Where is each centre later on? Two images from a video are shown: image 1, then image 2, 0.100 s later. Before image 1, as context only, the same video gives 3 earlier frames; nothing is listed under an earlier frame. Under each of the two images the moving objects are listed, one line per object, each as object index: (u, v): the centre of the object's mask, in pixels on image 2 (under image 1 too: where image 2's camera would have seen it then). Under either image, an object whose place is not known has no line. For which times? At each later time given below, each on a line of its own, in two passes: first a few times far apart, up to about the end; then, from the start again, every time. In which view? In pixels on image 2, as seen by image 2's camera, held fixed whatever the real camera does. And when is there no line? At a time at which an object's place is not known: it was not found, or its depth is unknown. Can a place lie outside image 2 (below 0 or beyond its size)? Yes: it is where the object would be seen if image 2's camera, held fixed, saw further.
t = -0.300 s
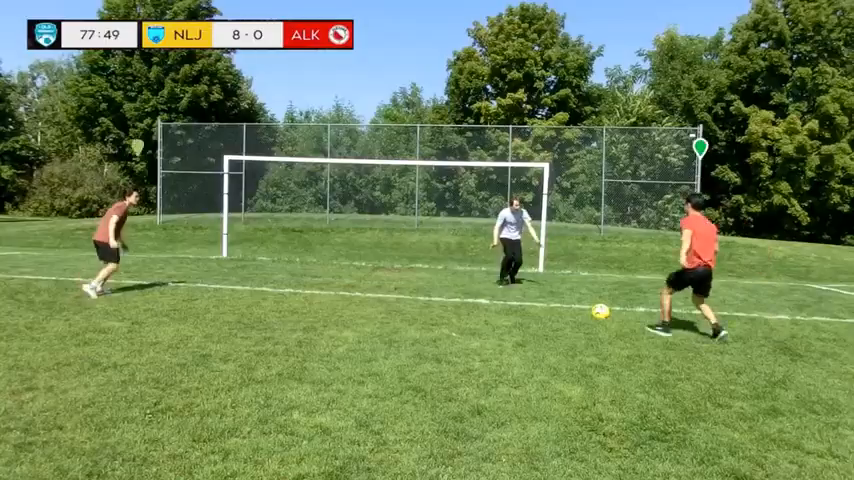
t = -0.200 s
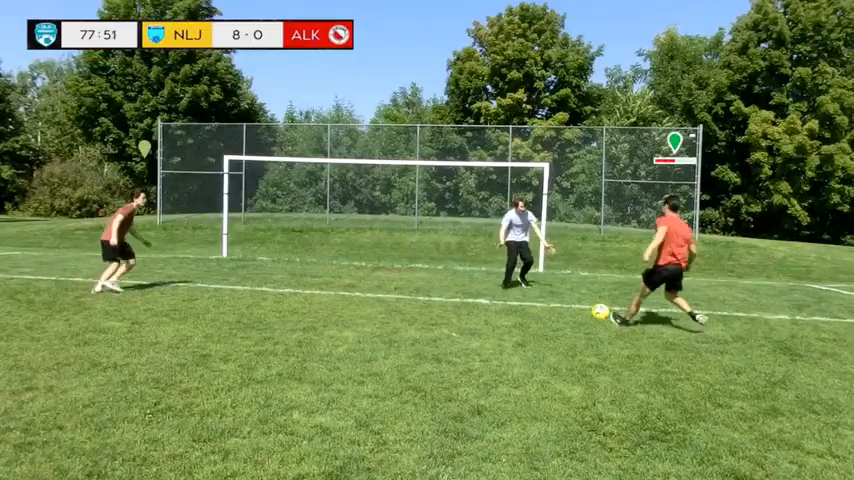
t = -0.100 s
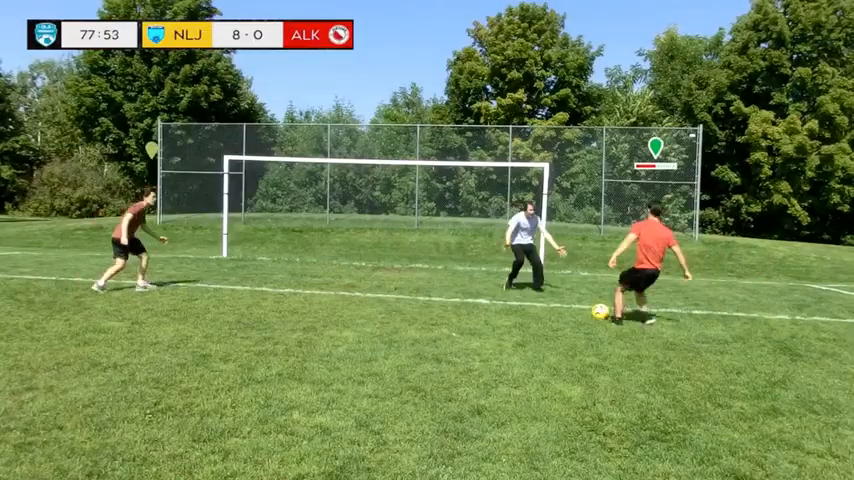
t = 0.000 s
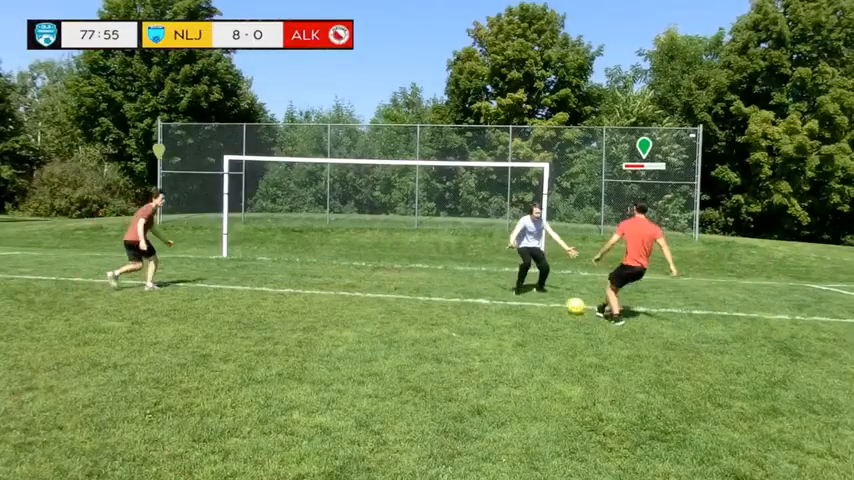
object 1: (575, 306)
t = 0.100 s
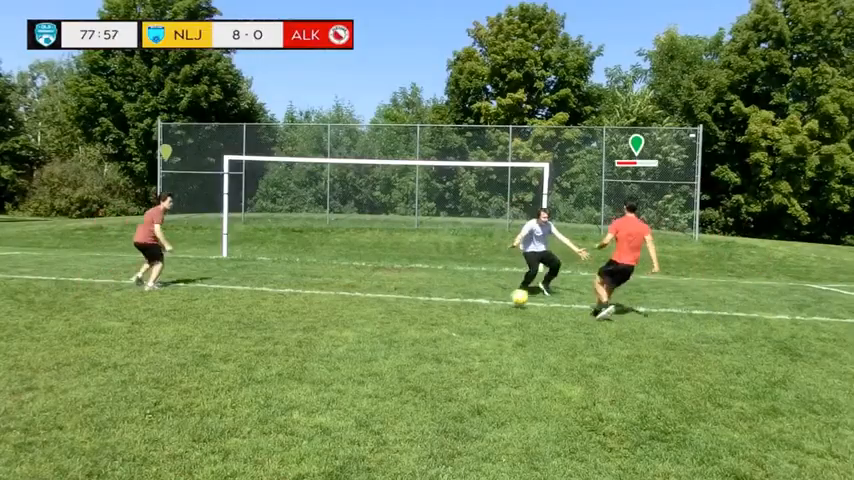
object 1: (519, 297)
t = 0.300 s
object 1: (428, 292)
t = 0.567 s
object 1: (353, 284)
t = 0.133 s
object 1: (502, 296)
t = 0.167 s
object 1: (485, 295)
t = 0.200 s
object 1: (467, 295)
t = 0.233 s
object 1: (452, 295)
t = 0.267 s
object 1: (439, 294)
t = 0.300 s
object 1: (428, 292)
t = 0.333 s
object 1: (417, 290)
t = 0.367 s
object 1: (406, 289)
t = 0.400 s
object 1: (396, 289)
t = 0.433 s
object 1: (386, 288)
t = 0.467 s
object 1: (376, 288)
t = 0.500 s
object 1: (369, 286)
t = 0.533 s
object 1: (361, 285)
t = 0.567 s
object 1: (353, 284)
